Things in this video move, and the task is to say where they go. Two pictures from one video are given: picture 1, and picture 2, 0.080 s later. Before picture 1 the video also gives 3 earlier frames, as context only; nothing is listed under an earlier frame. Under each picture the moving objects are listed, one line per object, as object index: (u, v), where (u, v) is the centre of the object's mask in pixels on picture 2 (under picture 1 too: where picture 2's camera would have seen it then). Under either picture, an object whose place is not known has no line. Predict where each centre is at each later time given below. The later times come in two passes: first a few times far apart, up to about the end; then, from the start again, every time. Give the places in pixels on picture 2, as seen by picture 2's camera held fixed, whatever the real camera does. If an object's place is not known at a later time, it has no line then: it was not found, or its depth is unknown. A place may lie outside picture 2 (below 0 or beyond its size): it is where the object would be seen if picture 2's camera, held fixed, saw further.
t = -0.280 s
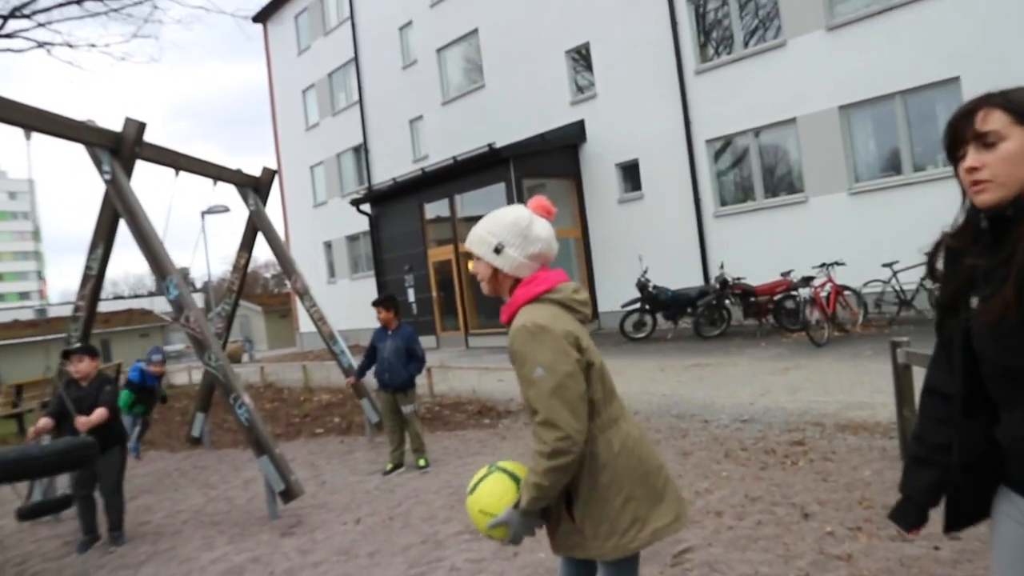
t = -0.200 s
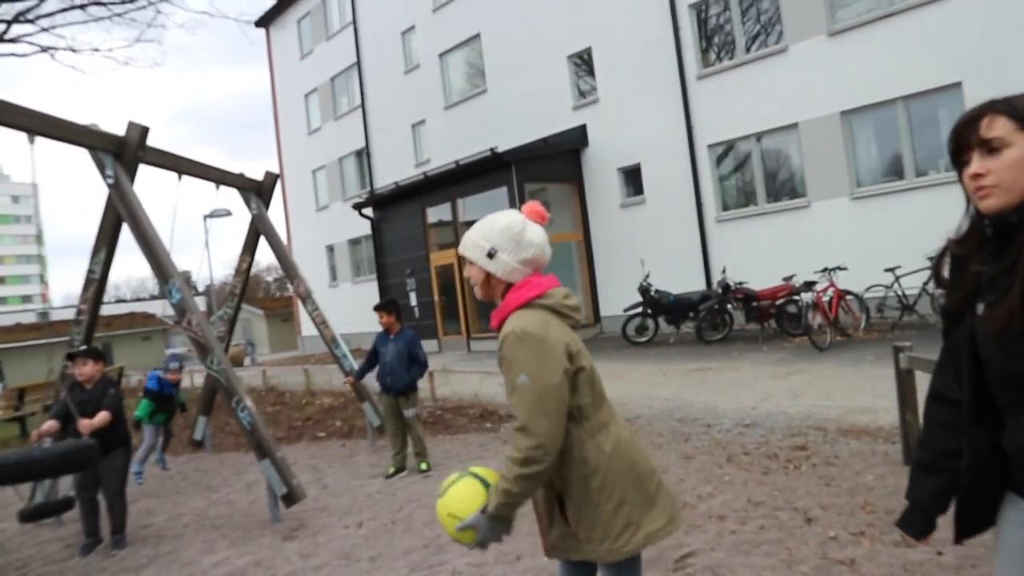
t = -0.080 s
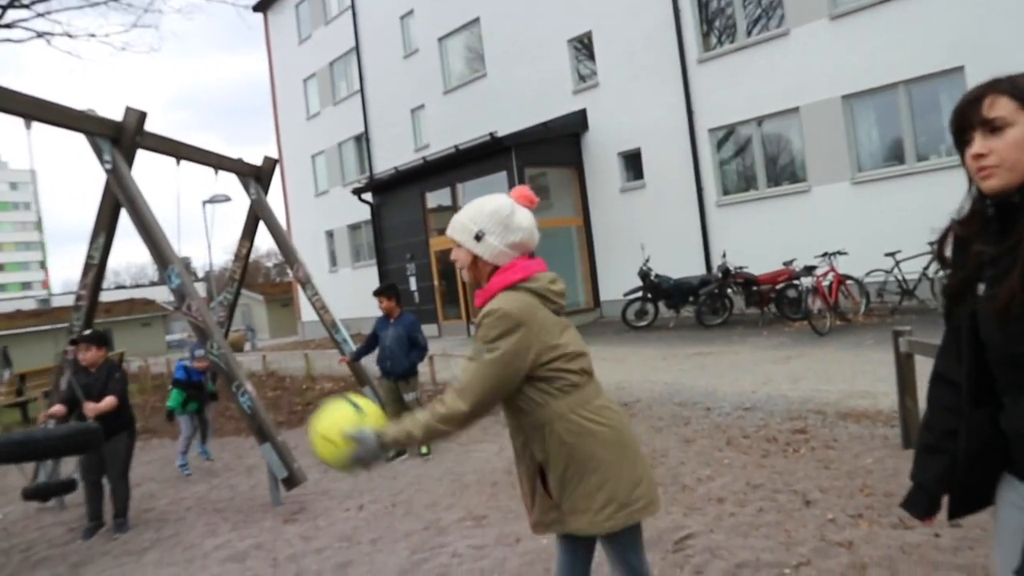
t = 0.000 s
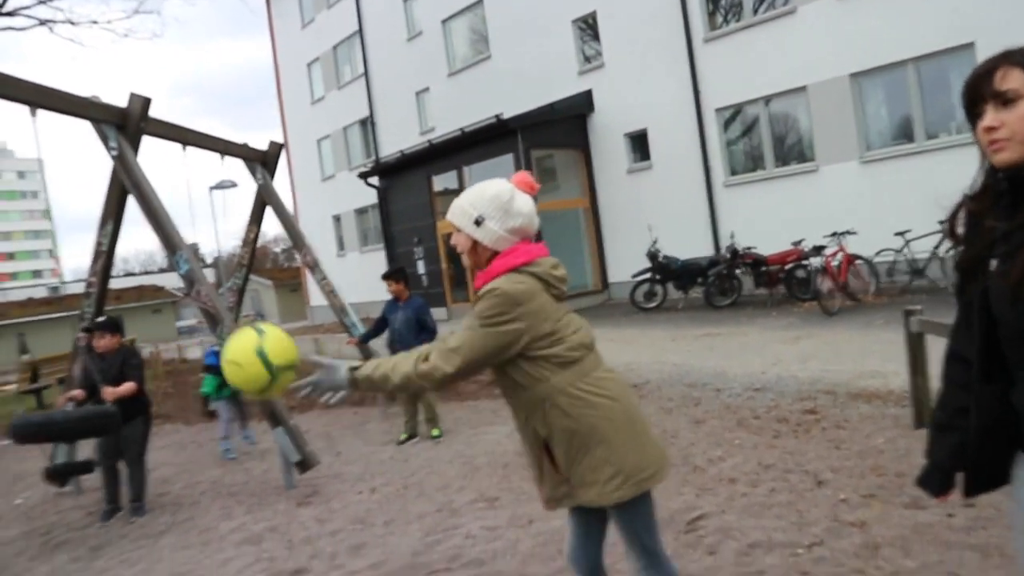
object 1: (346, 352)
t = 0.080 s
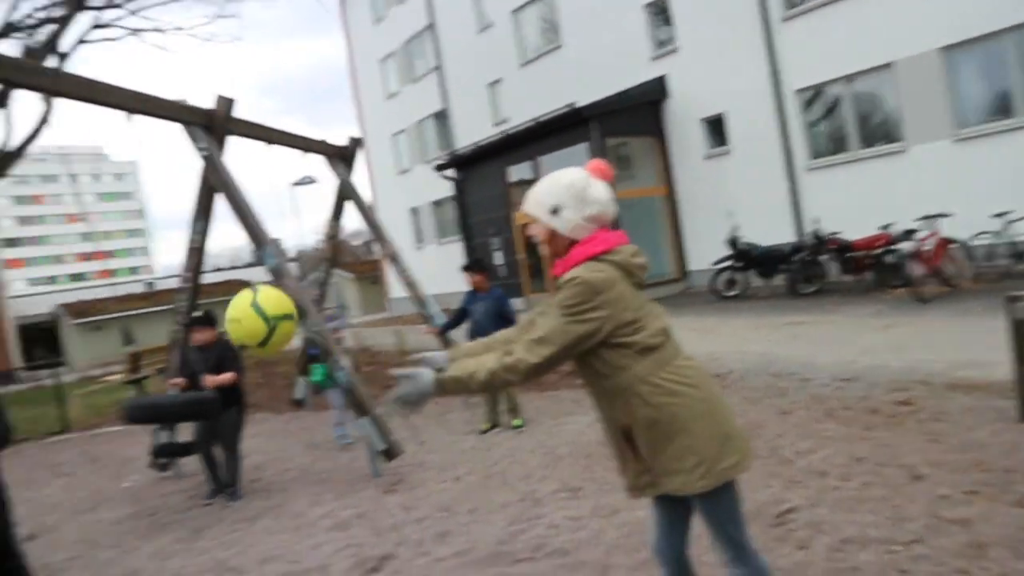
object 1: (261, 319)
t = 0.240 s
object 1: (132, 318)
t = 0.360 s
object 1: (61, 358)
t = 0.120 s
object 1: (224, 312)
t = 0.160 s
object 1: (189, 309)
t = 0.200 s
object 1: (159, 313)
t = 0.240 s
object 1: (132, 318)
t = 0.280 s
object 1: (107, 328)
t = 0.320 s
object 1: (83, 342)
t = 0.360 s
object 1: (61, 358)
